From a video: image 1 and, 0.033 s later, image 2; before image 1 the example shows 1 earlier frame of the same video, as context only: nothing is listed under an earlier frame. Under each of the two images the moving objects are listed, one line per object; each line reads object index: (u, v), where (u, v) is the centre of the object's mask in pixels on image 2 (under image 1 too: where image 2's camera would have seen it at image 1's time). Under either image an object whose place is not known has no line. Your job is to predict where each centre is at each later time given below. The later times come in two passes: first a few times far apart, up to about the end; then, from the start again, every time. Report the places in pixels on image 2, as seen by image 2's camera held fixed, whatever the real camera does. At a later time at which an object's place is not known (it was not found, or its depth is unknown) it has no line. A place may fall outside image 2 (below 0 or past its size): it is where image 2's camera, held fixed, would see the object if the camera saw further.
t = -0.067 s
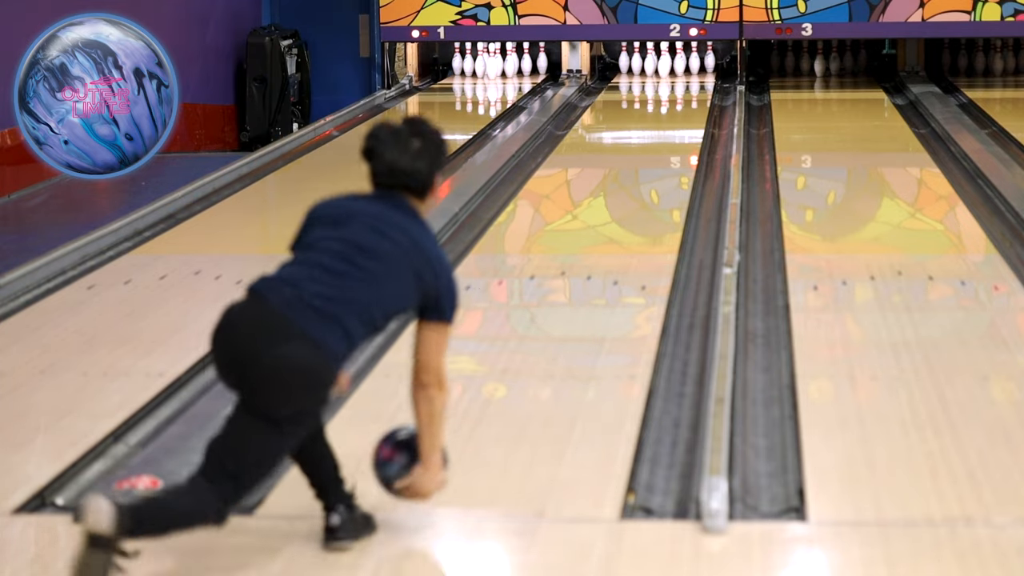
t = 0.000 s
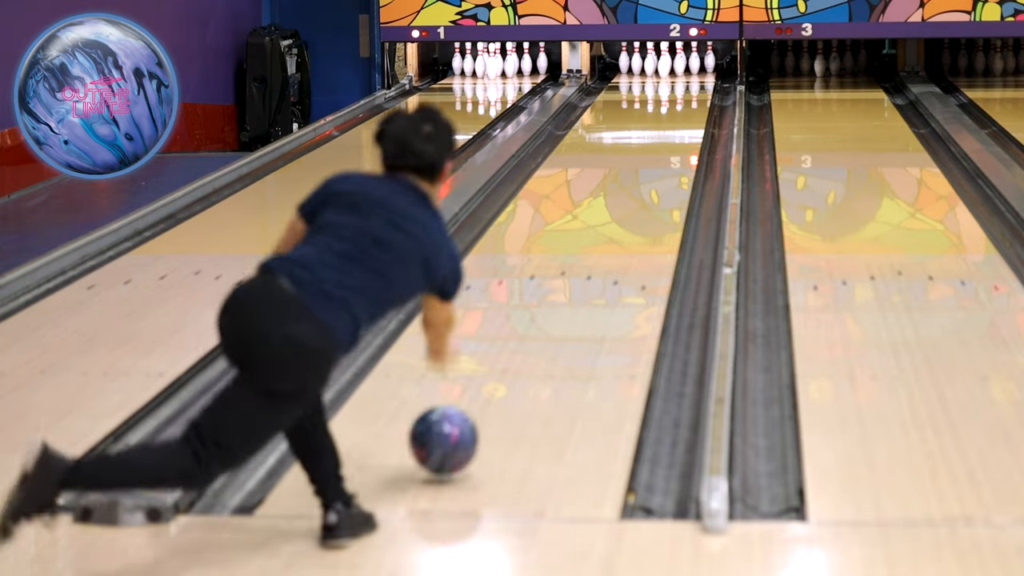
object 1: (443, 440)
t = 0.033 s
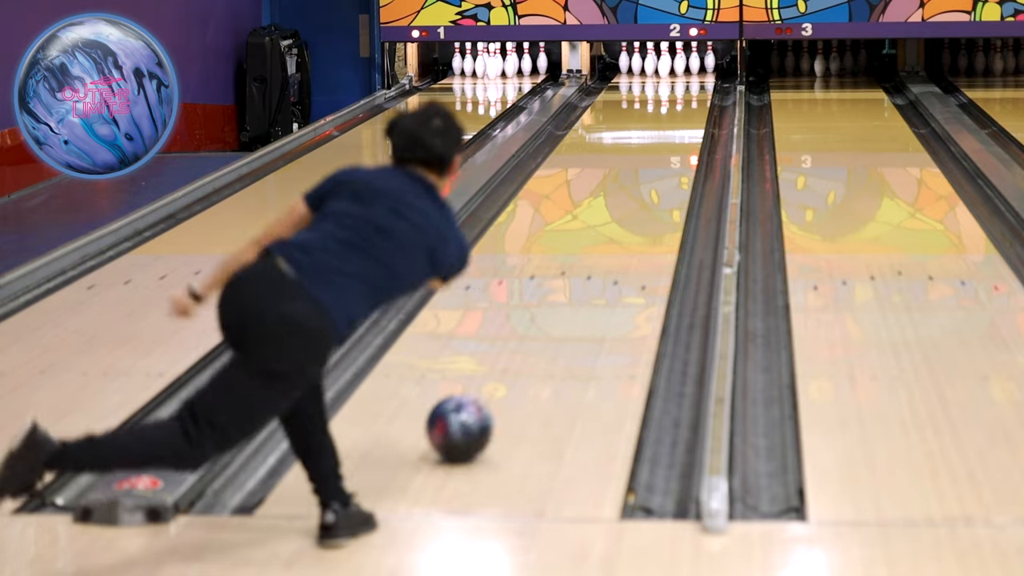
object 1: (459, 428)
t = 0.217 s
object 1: (527, 344)
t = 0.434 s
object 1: (581, 274)
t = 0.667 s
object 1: (623, 220)
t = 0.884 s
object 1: (650, 183)
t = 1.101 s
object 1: (669, 153)
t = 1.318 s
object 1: (683, 130)
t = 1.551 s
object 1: (692, 110)
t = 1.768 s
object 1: (695, 95)
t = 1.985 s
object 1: (690, 82)
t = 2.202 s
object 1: (680, 72)
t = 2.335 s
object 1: (678, 66)
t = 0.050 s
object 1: (466, 419)
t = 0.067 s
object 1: (473, 410)
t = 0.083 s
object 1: (480, 403)
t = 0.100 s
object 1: (487, 394)
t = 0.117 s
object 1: (493, 386)
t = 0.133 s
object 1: (499, 379)
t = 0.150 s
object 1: (505, 371)
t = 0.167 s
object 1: (510, 364)
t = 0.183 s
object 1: (516, 357)
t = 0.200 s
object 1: (521, 351)
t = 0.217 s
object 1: (527, 344)
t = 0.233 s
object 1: (532, 338)
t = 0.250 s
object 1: (536, 332)
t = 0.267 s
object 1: (541, 326)
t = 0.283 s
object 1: (546, 320)
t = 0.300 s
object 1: (550, 314)
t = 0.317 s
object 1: (554, 309)
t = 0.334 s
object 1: (559, 303)
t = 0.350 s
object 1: (563, 298)
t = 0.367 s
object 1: (567, 293)
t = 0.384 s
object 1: (571, 288)
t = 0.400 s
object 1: (574, 283)
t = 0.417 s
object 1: (578, 278)
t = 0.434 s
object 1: (581, 274)
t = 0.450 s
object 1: (585, 270)
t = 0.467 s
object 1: (588, 266)
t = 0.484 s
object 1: (592, 261)
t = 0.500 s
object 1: (595, 257)
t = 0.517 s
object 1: (598, 253)
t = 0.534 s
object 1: (601, 249)
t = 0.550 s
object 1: (604, 245)
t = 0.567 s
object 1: (607, 241)
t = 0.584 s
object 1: (610, 238)
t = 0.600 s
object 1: (613, 234)
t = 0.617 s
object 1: (615, 230)
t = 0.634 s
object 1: (618, 227)
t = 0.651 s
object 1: (621, 224)
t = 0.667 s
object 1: (623, 220)
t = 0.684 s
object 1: (625, 217)
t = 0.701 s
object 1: (628, 213)
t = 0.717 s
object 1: (630, 211)
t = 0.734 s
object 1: (632, 207)
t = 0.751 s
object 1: (635, 204)
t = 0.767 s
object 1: (636, 201)
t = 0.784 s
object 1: (639, 199)
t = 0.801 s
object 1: (641, 196)
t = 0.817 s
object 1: (643, 193)
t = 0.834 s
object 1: (645, 190)
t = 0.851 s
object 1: (647, 188)
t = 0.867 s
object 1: (648, 185)
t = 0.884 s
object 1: (650, 183)
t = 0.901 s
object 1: (652, 180)
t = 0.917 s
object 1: (654, 178)
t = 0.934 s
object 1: (655, 175)
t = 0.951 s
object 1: (657, 173)
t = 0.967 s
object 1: (659, 170)
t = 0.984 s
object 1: (660, 168)
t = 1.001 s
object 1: (661, 166)
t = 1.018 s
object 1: (663, 164)
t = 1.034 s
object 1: (664, 162)
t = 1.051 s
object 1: (666, 159)
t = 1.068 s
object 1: (667, 157)
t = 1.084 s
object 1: (668, 155)
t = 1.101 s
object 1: (669, 153)
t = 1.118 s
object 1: (671, 151)
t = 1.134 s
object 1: (672, 150)
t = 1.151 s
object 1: (673, 148)
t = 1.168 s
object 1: (674, 146)
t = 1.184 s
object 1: (675, 144)
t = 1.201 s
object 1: (676, 142)
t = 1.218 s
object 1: (677, 141)
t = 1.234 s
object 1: (678, 139)
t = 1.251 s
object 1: (679, 137)
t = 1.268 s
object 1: (680, 135)
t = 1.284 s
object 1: (681, 134)
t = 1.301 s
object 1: (682, 132)
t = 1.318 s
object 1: (683, 130)
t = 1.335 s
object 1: (684, 129)
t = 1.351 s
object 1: (685, 127)
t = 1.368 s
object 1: (685, 126)
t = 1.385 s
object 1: (686, 124)
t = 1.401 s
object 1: (687, 123)
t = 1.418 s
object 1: (687, 121)
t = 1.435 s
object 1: (688, 120)
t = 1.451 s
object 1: (689, 118)
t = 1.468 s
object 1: (689, 117)
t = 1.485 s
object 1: (690, 116)
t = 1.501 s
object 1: (690, 114)
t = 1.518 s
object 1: (691, 113)
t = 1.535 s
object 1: (691, 112)
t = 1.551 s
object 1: (692, 110)
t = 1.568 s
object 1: (692, 109)
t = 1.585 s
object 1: (693, 108)
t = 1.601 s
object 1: (693, 107)
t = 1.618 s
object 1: (693, 105)
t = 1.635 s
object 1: (694, 104)
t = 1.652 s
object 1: (694, 103)
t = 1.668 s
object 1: (694, 102)
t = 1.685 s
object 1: (695, 100)
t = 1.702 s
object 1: (695, 99)
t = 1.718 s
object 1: (695, 98)
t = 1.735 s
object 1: (695, 97)
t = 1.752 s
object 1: (695, 96)
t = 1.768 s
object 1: (695, 95)
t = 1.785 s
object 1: (695, 94)
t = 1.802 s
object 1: (695, 93)
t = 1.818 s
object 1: (695, 92)
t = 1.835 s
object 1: (695, 90)
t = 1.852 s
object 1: (694, 89)
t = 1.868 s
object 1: (694, 88)
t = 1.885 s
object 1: (694, 87)
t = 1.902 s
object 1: (693, 86)
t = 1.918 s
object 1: (693, 85)
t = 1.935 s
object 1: (692, 84)
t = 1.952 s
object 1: (692, 84)
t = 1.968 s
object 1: (691, 83)
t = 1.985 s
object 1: (690, 82)
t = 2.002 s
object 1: (689, 81)
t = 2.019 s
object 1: (689, 80)
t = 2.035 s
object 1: (688, 79)
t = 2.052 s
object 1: (687, 78)
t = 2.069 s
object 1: (686, 77)
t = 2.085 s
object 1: (685, 77)
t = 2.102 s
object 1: (684, 76)
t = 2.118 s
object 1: (684, 75)
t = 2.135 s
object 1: (683, 75)
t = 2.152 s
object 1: (682, 74)
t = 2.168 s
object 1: (681, 73)
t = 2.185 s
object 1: (680, 72)
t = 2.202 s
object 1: (680, 72)
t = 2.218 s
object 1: (679, 71)
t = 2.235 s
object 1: (678, 71)
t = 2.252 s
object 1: (677, 69)
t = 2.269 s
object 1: (676, 69)
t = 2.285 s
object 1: (677, 68)
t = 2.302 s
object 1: (677, 68)
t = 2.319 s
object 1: (678, 67)
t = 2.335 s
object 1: (678, 66)
